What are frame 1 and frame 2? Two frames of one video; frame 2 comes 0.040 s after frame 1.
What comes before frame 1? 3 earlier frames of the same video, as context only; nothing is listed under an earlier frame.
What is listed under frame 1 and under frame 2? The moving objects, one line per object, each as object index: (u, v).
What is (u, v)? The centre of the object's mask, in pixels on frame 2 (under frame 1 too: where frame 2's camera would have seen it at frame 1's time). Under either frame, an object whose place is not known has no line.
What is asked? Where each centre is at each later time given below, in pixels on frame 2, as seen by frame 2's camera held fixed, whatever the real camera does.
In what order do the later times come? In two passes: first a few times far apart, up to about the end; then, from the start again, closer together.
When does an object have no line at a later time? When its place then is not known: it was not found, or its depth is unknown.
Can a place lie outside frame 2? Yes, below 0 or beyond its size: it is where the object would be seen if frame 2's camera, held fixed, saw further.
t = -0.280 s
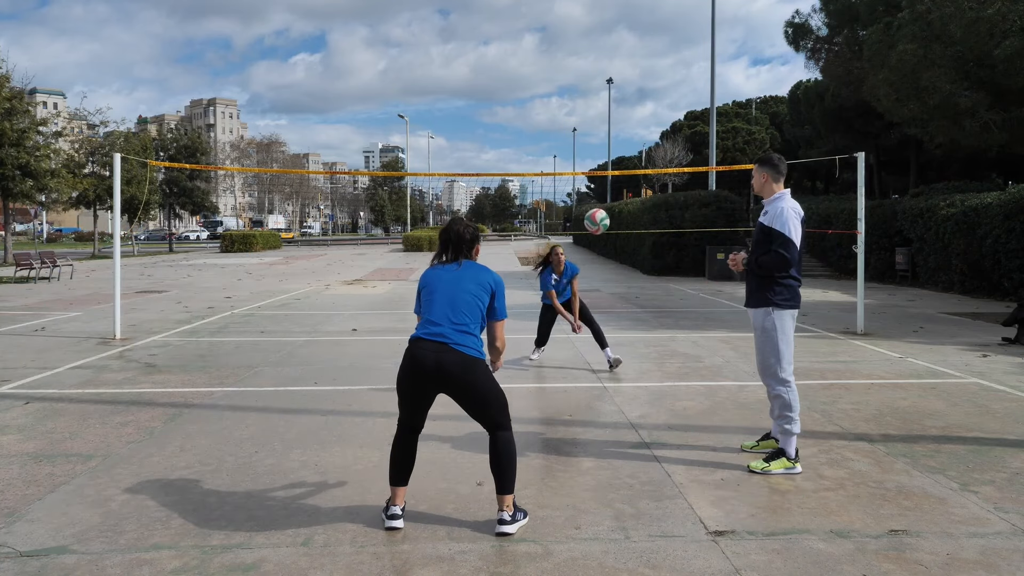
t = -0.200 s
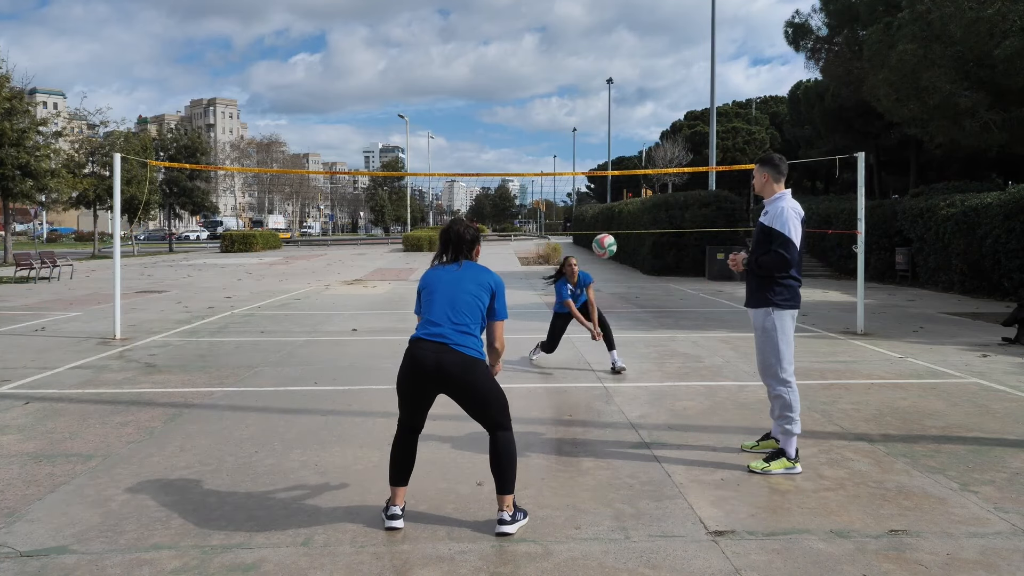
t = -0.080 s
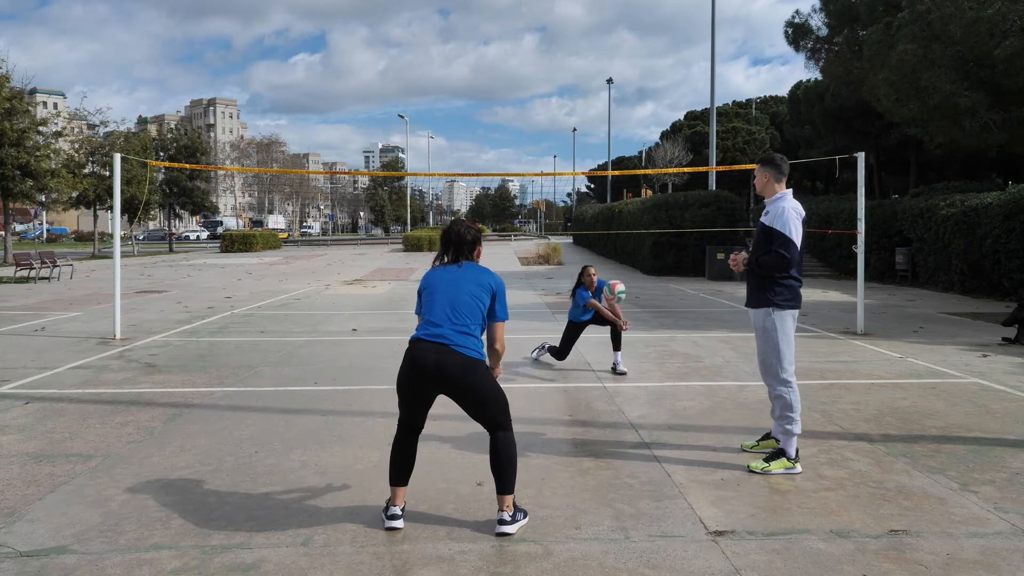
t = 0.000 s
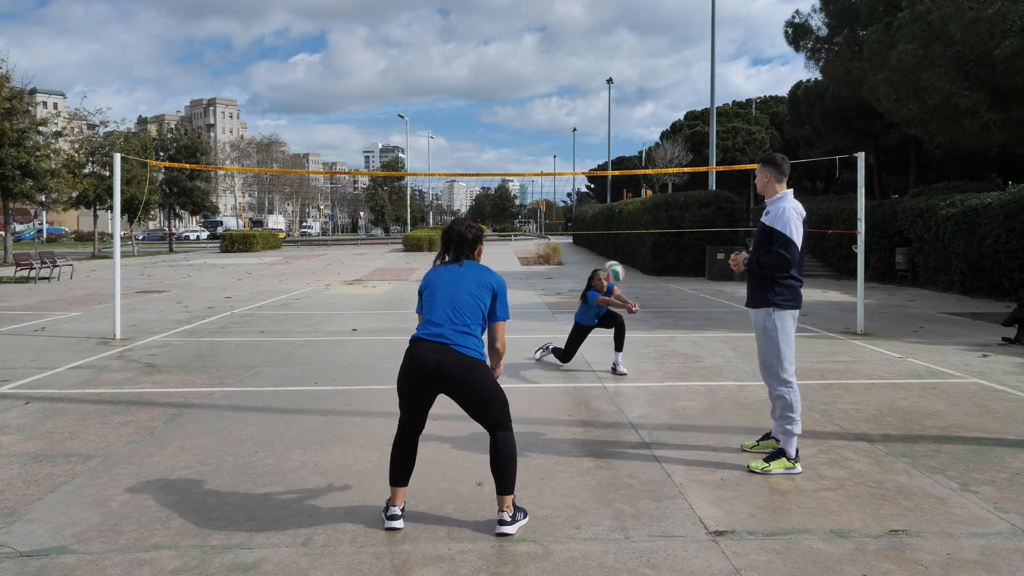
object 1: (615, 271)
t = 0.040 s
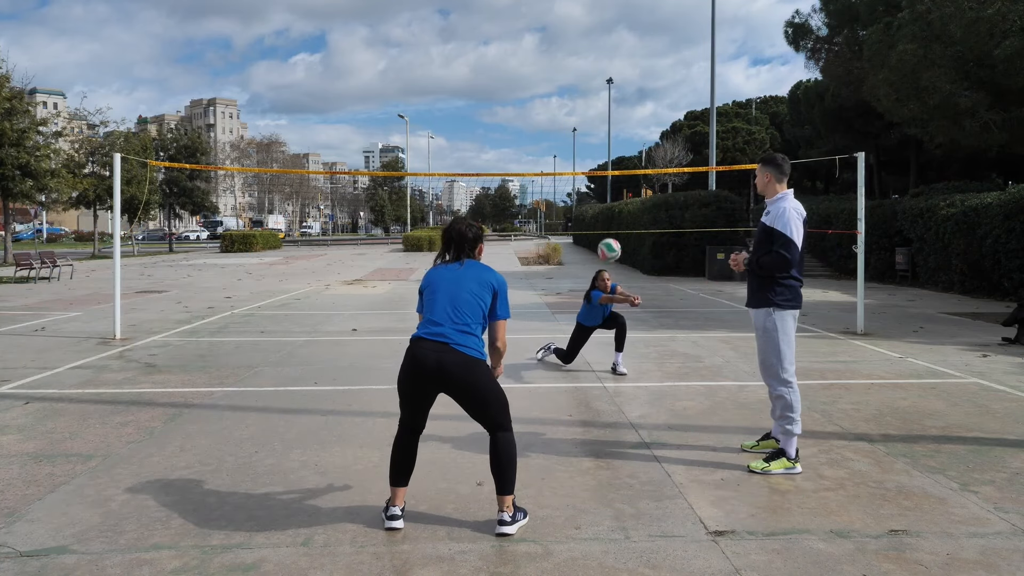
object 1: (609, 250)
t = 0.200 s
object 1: (595, 171)
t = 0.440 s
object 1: (568, 91)
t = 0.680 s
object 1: (536, 73)
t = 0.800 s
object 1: (518, 95)
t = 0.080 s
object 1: (606, 228)
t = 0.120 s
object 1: (602, 208)
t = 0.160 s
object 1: (599, 189)
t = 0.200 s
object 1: (595, 171)
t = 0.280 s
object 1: (587, 138)
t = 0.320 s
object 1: (582, 124)
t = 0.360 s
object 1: (577, 111)
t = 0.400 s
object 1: (573, 100)
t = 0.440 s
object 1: (568, 91)
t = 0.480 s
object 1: (563, 83)
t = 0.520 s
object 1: (558, 77)
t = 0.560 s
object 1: (553, 73)
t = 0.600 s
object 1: (548, 71)
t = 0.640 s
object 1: (542, 71)
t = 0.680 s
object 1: (536, 73)
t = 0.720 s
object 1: (530, 77)
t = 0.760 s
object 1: (524, 85)
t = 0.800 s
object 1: (518, 95)
